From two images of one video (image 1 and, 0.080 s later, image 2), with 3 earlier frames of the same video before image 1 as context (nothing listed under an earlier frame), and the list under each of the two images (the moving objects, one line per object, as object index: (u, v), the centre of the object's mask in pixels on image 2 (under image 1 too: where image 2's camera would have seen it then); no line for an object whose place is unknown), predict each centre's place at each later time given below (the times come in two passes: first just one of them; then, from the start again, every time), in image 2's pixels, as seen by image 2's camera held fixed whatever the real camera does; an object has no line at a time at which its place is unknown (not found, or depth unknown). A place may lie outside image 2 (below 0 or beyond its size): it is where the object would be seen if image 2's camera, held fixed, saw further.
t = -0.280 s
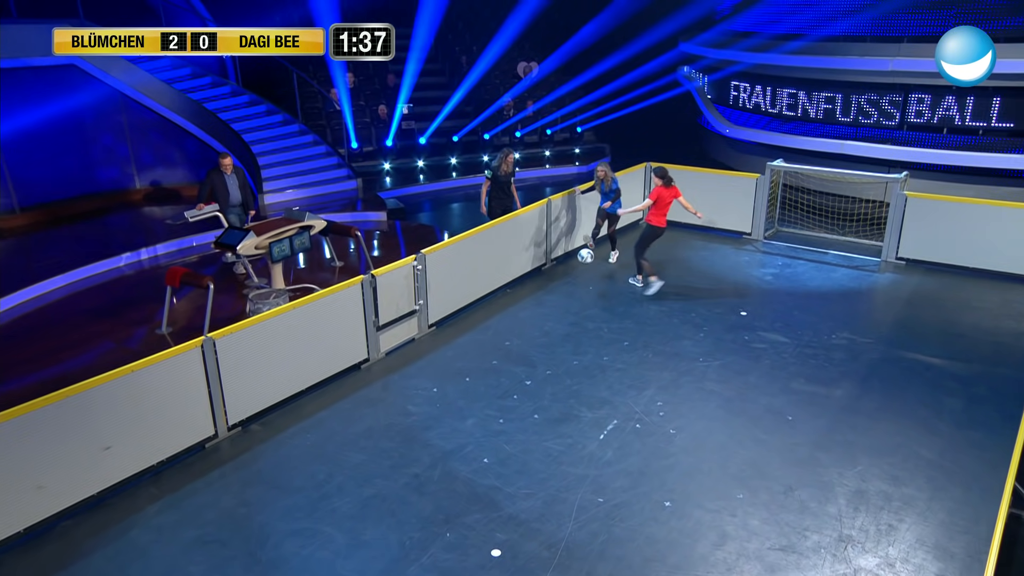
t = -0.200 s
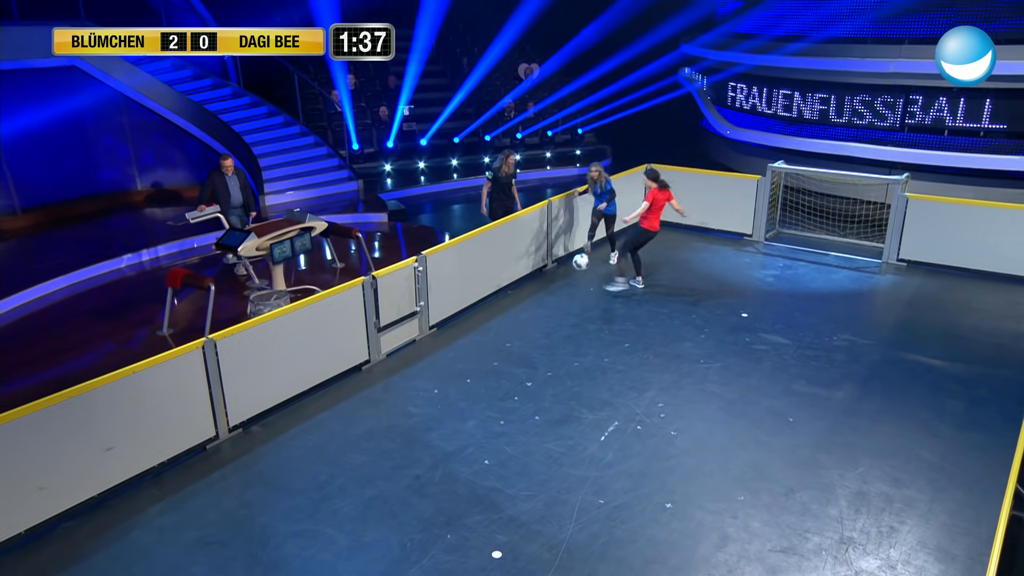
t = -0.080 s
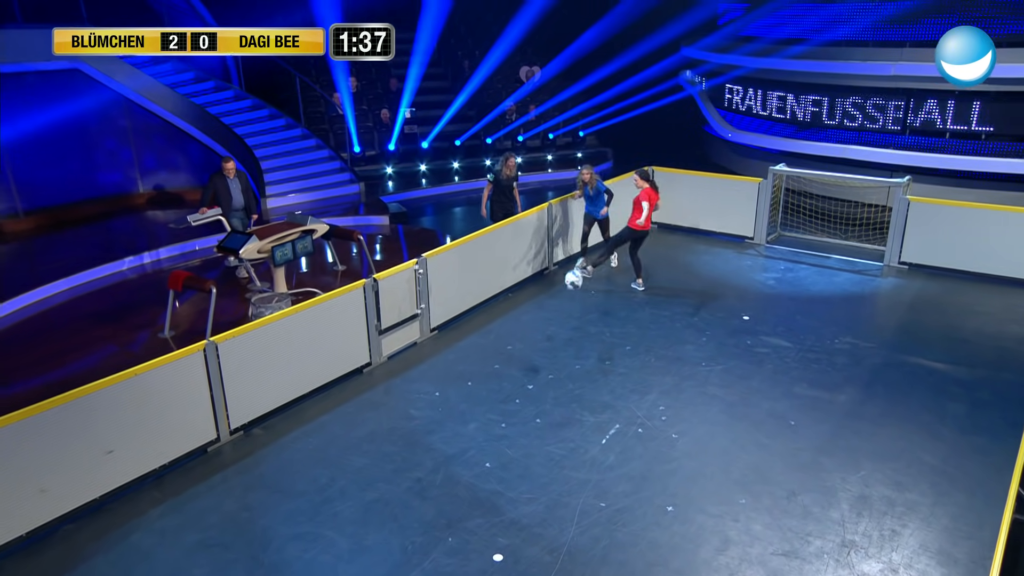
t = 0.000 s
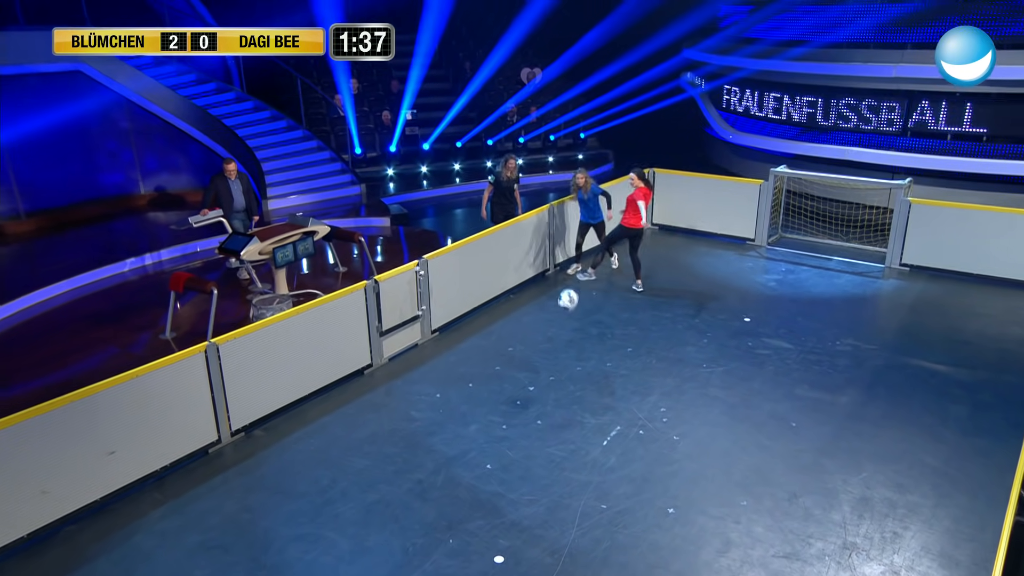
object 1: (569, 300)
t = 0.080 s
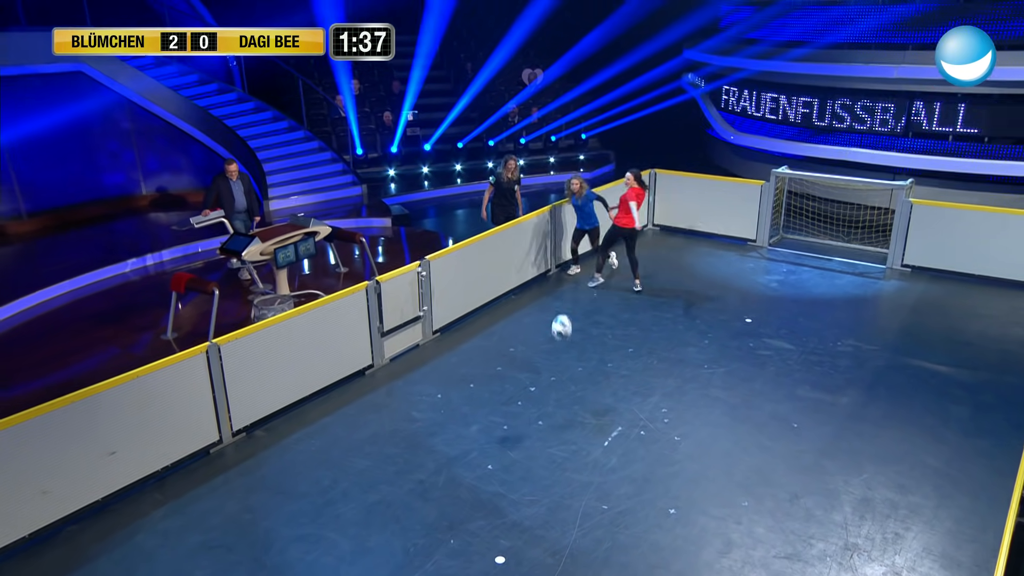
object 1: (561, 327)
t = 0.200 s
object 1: (550, 385)
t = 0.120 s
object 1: (558, 343)
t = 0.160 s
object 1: (554, 363)
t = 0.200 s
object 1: (550, 385)
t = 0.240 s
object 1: (545, 410)
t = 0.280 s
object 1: (541, 439)
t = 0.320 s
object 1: (536, 471)
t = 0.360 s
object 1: (531, 510)
